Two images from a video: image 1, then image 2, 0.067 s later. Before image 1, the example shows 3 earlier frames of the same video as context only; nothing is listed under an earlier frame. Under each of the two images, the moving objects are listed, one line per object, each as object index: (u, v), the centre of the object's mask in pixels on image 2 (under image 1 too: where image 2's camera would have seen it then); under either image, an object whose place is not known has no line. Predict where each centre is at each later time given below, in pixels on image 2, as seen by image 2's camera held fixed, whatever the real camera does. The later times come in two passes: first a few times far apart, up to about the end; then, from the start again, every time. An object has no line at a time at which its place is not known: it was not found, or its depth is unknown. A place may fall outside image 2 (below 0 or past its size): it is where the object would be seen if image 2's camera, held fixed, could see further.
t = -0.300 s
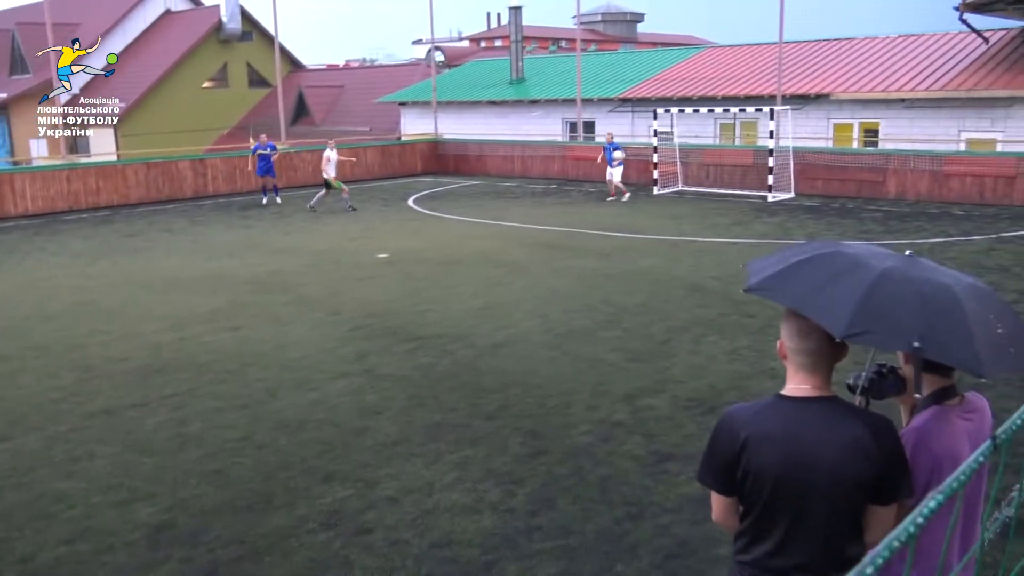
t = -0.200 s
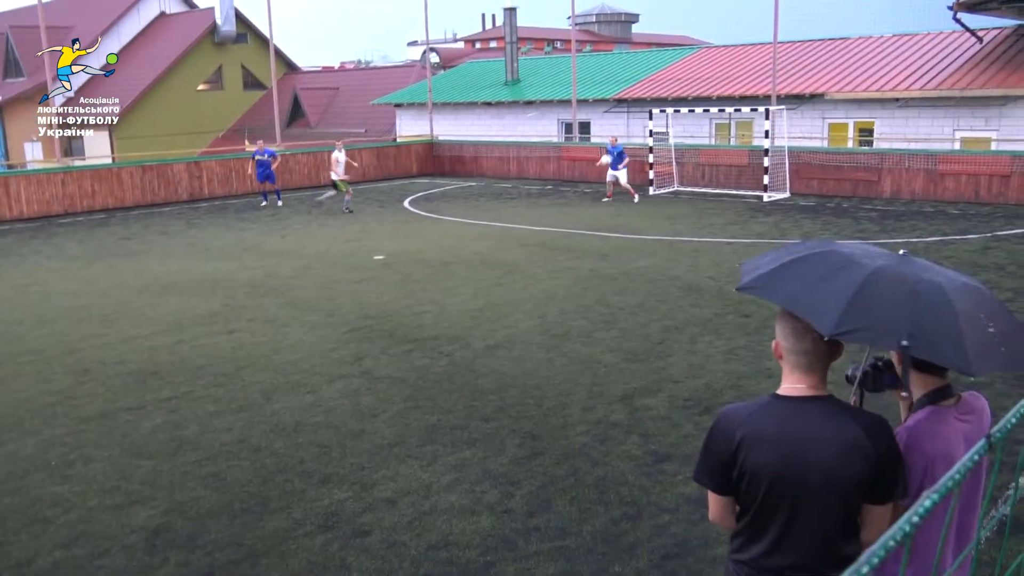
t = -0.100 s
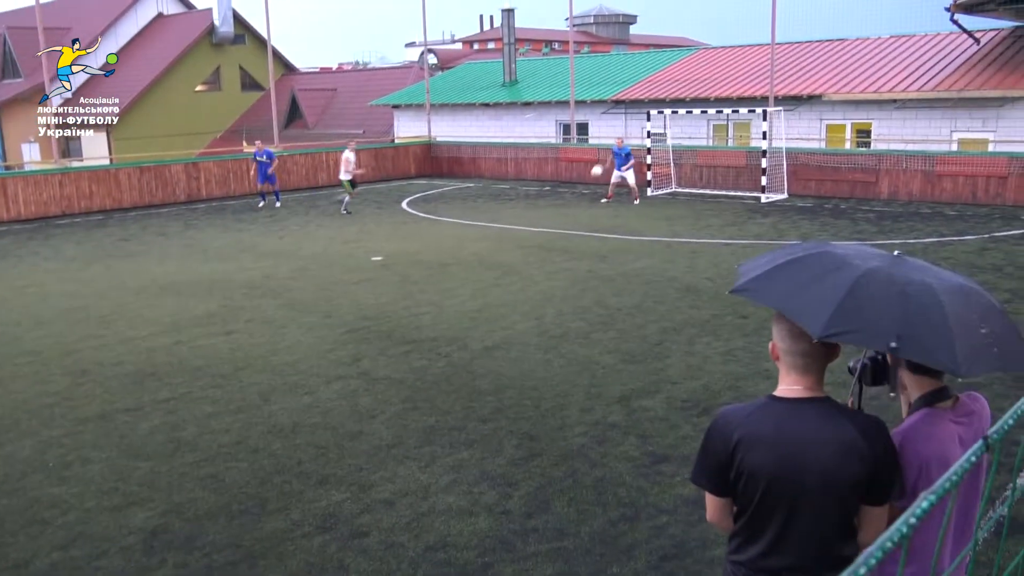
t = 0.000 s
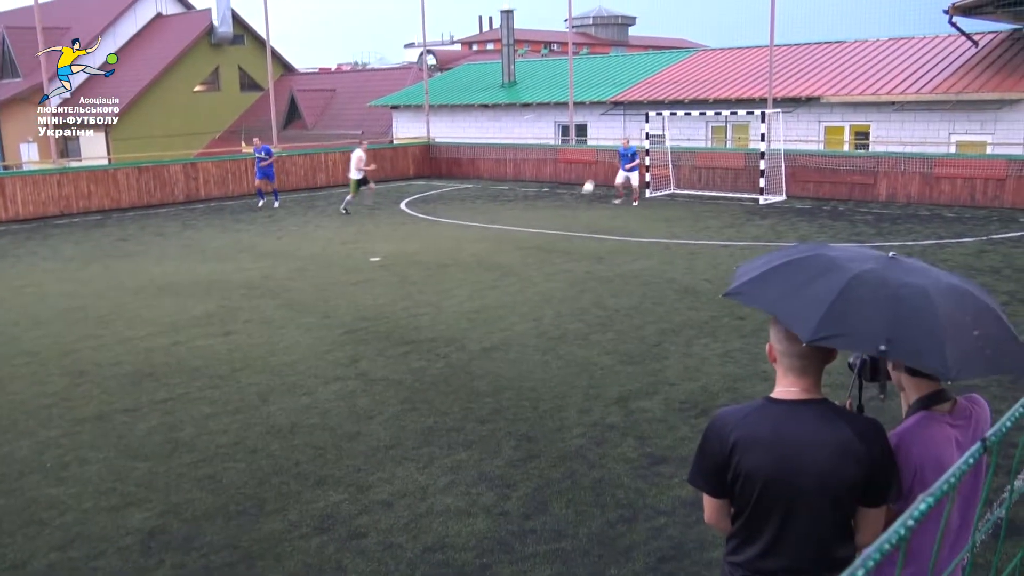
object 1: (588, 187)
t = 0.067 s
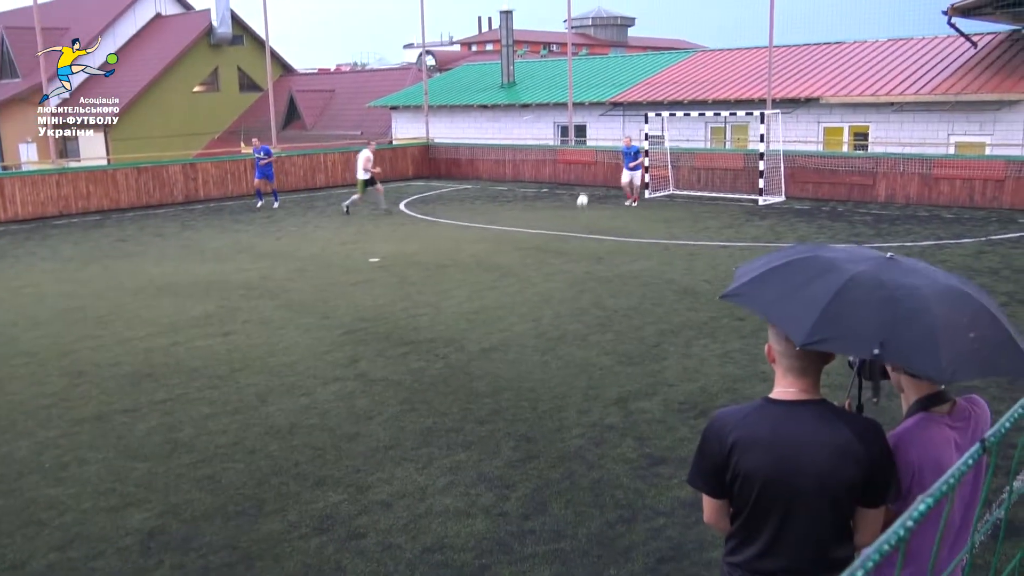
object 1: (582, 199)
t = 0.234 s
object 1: (571, 215)
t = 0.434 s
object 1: (557, 218)
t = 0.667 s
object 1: (539, 230)
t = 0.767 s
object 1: (532, 233)
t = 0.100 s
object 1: (580, 207)
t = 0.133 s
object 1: (578, 214)
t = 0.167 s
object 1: (575, 220)
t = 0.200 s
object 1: (573, 218)
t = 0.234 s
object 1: (571, 215)
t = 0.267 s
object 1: (568, 214)
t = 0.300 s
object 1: (566, 215)
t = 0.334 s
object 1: (564, 214)
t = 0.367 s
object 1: (561, 215)
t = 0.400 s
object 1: (559, 217)
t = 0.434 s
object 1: (557, 218)
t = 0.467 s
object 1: (554, 221)
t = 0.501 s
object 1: (552, 224)
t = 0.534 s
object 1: (550, 227)
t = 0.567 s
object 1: (547, 231)
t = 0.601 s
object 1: (544, 231)
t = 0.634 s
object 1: (542, 230)
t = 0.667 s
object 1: (539, 230)
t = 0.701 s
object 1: (537, 230)
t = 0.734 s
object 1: (535, 232)
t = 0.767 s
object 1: (532, 233)
